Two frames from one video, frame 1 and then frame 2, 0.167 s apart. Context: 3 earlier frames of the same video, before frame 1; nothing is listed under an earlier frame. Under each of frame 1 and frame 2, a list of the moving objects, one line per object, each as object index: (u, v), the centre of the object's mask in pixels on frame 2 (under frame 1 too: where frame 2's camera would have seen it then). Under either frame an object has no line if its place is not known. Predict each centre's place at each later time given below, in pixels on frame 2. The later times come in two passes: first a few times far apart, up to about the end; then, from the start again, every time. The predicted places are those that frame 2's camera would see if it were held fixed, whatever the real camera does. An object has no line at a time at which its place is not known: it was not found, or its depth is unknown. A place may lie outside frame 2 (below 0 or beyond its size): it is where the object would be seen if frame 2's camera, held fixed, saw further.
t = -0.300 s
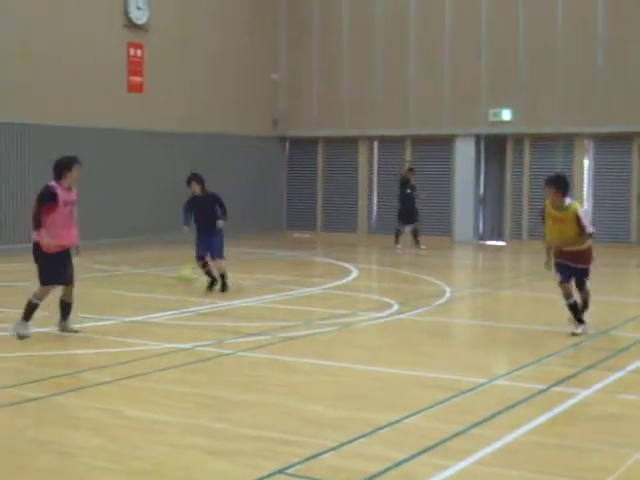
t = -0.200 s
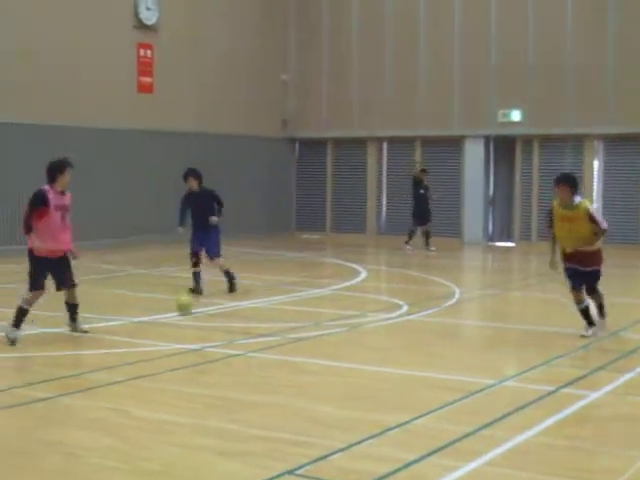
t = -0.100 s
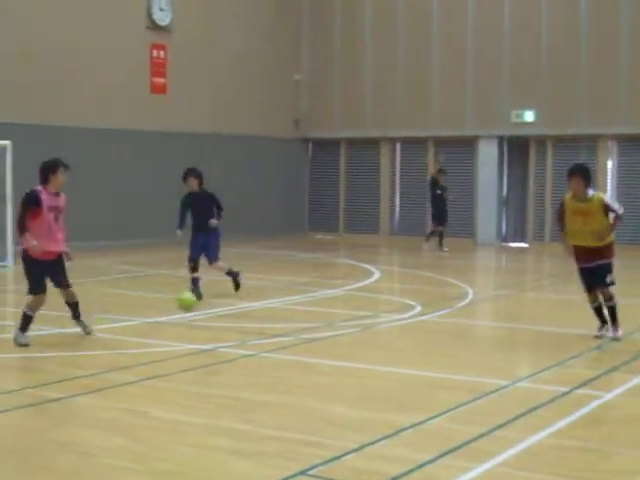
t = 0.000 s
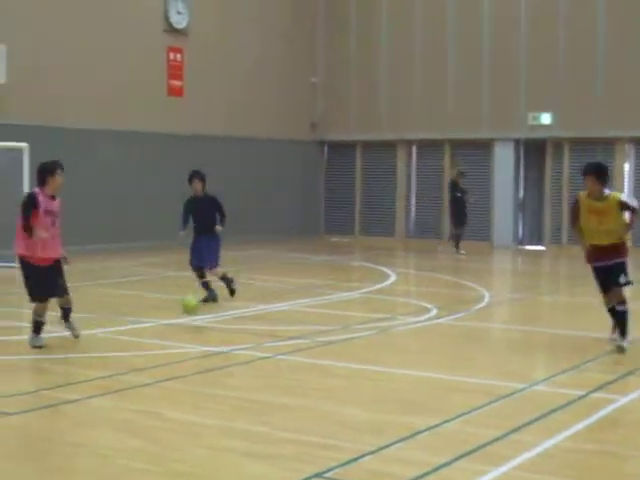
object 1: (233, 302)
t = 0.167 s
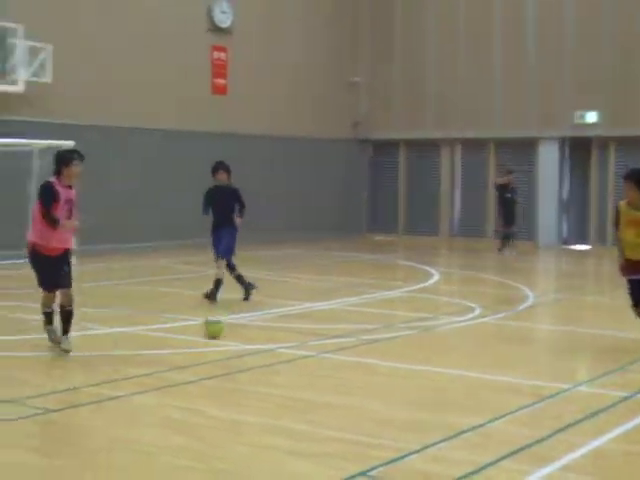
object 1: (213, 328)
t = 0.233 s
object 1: (206, 325)
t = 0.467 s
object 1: (169, 349)
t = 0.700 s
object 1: (127, 368)
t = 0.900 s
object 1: (80, 391)
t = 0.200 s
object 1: (209, 325)
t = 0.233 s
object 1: (206, 325)
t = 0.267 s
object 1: (200, 326)
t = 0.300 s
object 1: (195, 329)
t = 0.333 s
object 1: (190, 332)
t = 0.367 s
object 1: (186, 337)
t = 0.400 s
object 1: (181, 343)
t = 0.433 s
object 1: (175, 347)
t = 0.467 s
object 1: (169, 349)
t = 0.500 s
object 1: (165, 351)
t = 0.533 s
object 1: (159, 354)
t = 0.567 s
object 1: (152, 356)
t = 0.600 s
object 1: (146, 360)
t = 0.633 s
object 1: (141, 362)
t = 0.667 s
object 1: (133, 365)
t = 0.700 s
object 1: (127, 368)
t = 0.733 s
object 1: (119, 372)
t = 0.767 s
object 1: (112, 374)
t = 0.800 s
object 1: (105, 377)
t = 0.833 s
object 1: (98, 380)
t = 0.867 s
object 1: (90, 386)
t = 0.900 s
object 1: (80, 391)
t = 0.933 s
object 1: (71, 395)
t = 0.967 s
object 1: (63, 398)
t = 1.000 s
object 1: (52, 404)
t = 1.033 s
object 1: (43, 406)
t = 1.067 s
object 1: (32, 413)
